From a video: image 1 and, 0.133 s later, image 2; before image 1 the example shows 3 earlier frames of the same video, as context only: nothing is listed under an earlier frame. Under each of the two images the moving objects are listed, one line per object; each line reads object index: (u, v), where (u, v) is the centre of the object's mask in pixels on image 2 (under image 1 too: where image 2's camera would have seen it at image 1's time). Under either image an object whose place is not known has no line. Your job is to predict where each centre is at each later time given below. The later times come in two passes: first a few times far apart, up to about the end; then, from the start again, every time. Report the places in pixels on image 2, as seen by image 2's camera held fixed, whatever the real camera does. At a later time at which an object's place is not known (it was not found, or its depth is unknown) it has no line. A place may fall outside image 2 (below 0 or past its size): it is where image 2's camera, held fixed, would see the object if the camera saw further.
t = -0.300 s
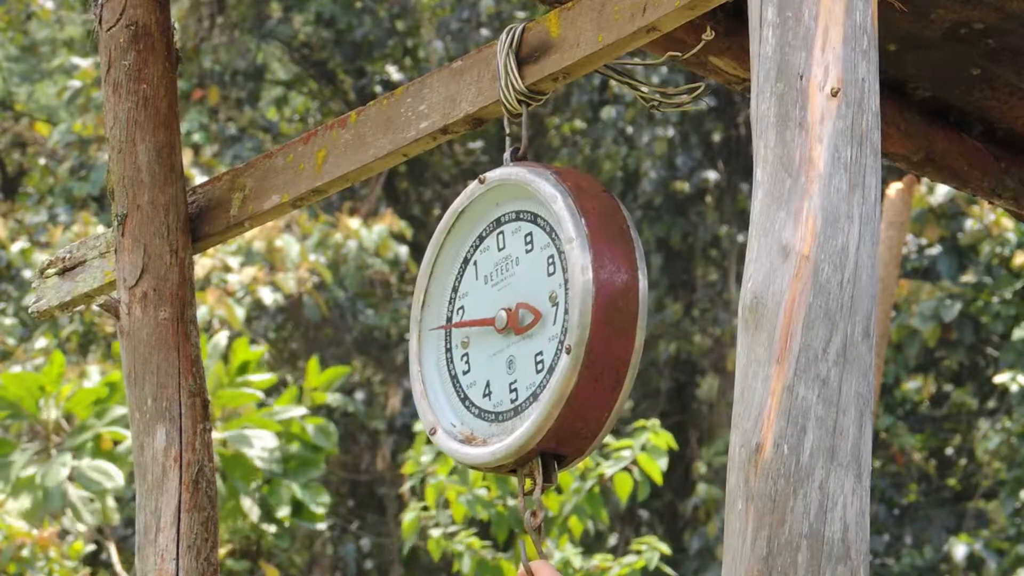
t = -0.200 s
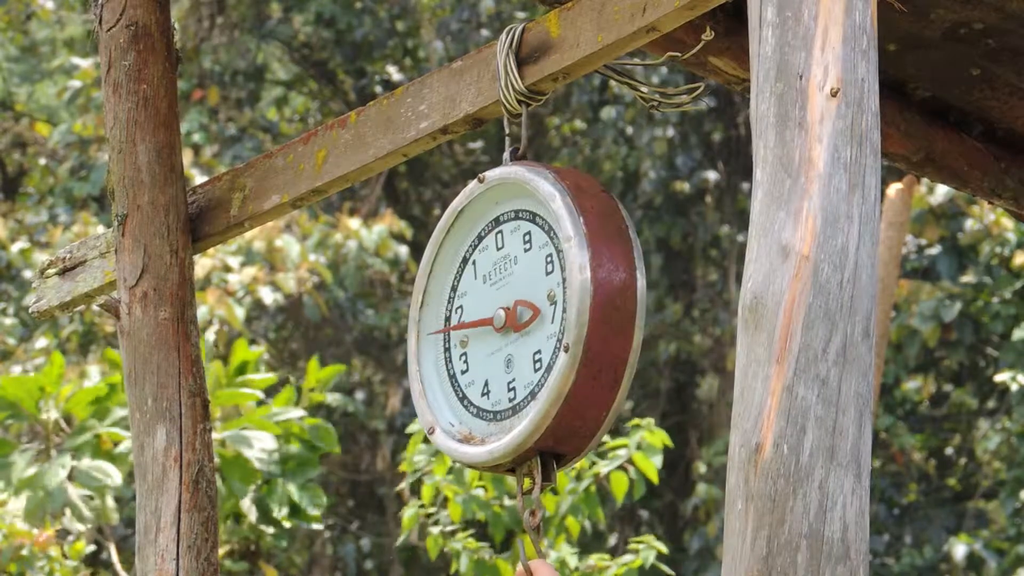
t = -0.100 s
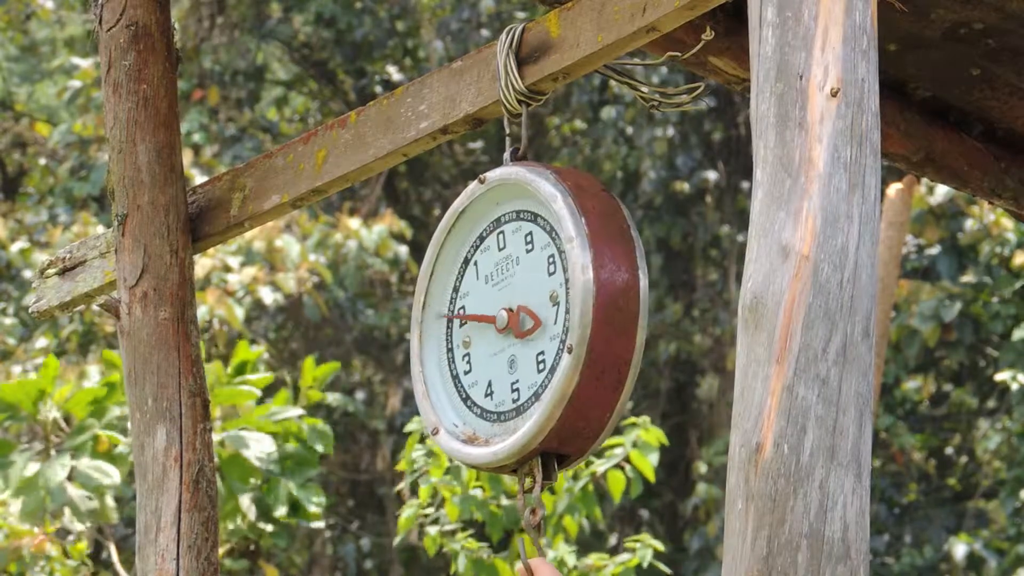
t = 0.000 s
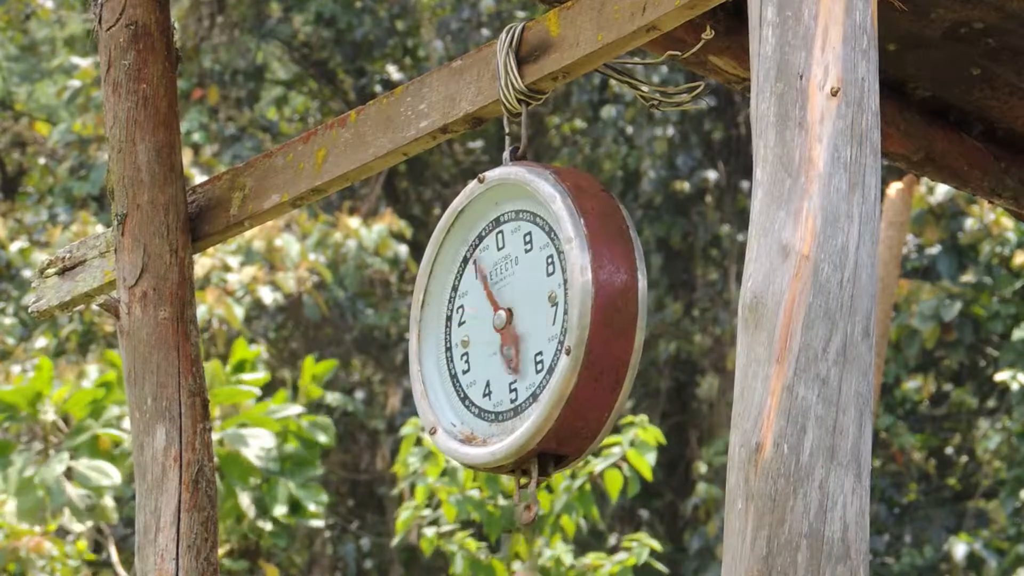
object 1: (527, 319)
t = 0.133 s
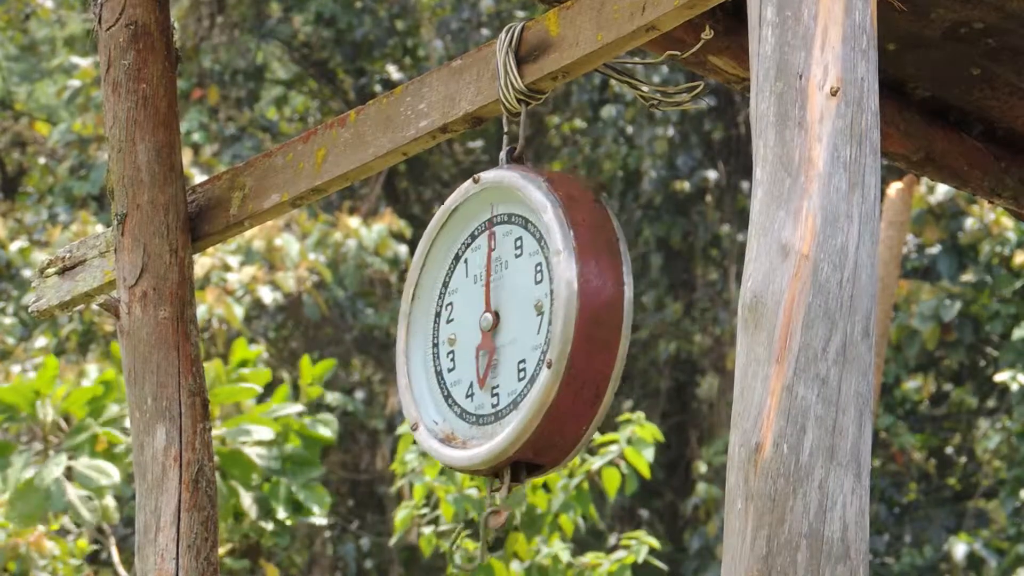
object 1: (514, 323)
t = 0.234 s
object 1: (502, 325)
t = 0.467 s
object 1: (503, 326)
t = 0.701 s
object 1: (525, 322)
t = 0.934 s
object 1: (518, 324)
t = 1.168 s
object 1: (507, 326)
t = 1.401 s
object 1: (514, 325)
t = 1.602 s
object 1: (515, 324)
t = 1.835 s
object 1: (513, 325)
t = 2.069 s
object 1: (515, 325)
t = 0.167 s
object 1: (510, 324)
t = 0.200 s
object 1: (505, 325)
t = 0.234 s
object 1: (502, 325)
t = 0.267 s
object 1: (499, 326)
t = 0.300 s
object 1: (497, 326)
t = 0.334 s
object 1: (497, 326)
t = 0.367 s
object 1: (497, 326)
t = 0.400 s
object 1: (498, 327)
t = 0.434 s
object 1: (500, 326)
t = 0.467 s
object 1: (503, 326)
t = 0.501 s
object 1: (506, 326)
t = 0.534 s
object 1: (510, 325)
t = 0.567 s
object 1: (514, 325)
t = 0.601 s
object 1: (517, 324)
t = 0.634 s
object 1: (521, 323)
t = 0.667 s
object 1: (523, 323)
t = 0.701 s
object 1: (525, 322)
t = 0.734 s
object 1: (526, 322)
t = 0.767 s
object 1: (526, 321)
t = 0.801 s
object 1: (526, 322)
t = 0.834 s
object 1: (524, 322)
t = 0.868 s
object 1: (522, 322)
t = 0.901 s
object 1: (520, 323)
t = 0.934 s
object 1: (518, 324)
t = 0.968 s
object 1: (515, 324)
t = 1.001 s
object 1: (513, 324)
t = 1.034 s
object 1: (511, 325)
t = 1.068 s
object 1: (509, 325)
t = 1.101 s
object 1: (508, 326)
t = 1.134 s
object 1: (507, 326)
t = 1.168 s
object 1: (507, 326)
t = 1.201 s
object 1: (507, 326)
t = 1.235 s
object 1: (508, 326)
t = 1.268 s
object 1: (509, 326)
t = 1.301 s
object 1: (510, 326)
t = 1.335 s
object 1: (512, 325)
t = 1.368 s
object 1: (513, 325)
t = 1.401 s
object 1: (514, 325)
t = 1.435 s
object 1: (515, 325)
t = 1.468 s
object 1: (516, 324)
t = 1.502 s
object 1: (516, 324)
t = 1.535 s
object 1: (516, 324)
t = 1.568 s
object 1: (516, 324)
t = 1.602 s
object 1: (515, 324)
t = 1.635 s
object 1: (515, 325)
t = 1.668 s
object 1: (514, 324)
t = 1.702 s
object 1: (513, 325)
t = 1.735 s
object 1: (513, 325)
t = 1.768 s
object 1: (513, 325)
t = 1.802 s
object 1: (512, 325)
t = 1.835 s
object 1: (513, 325)
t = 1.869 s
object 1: (513, 325)
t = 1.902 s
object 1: (514, 325)
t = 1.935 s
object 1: (514, 325)
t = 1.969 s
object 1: (515, 325)
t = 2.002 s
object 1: (515, 325)
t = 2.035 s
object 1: (515, 325)
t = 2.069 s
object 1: (515, 325)
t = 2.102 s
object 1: (515, 324)
